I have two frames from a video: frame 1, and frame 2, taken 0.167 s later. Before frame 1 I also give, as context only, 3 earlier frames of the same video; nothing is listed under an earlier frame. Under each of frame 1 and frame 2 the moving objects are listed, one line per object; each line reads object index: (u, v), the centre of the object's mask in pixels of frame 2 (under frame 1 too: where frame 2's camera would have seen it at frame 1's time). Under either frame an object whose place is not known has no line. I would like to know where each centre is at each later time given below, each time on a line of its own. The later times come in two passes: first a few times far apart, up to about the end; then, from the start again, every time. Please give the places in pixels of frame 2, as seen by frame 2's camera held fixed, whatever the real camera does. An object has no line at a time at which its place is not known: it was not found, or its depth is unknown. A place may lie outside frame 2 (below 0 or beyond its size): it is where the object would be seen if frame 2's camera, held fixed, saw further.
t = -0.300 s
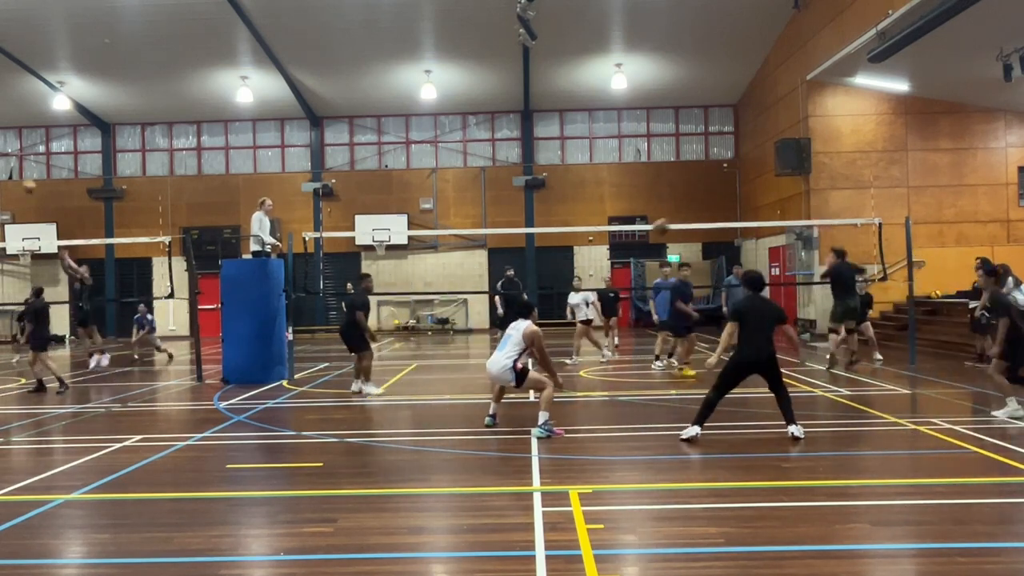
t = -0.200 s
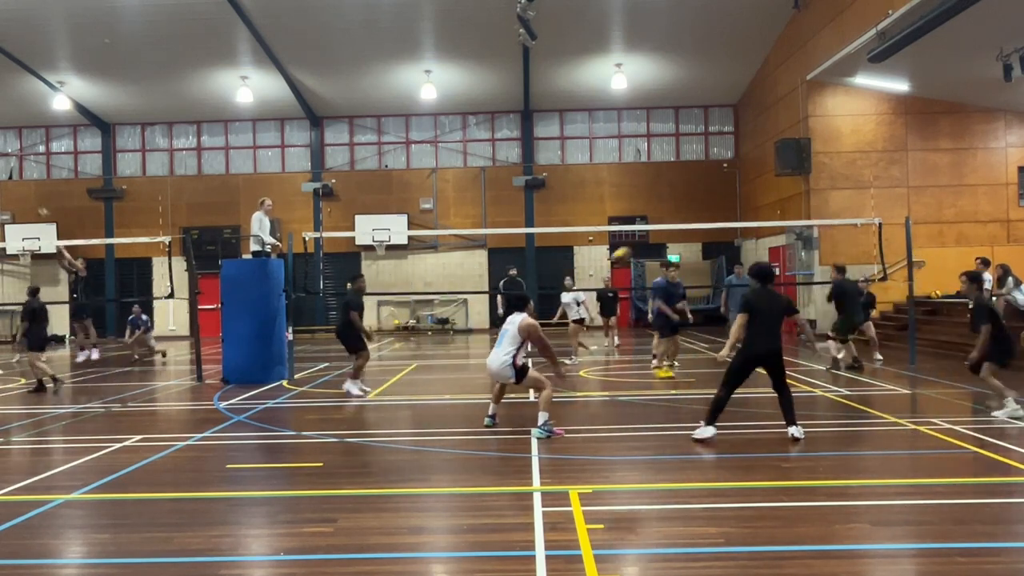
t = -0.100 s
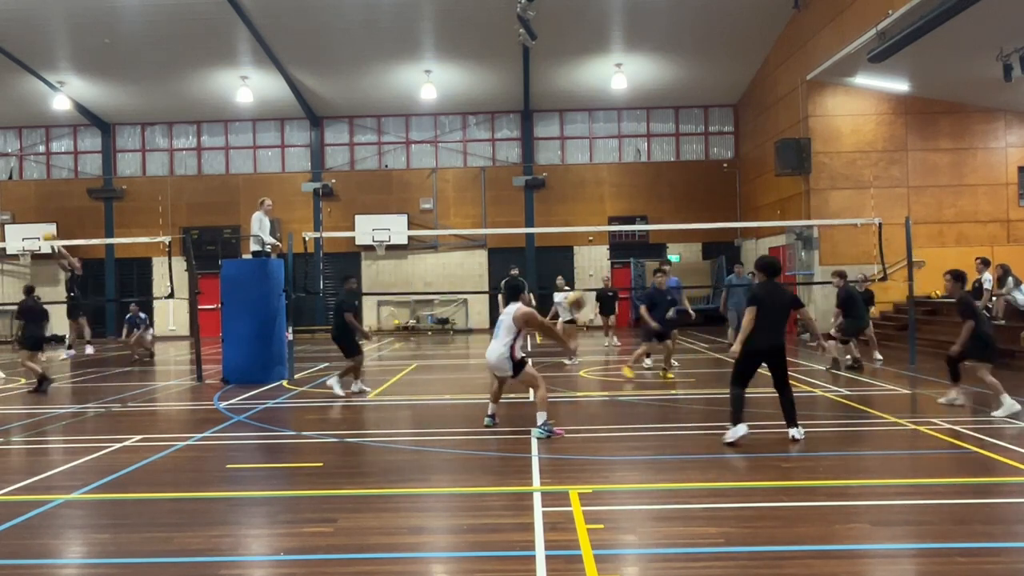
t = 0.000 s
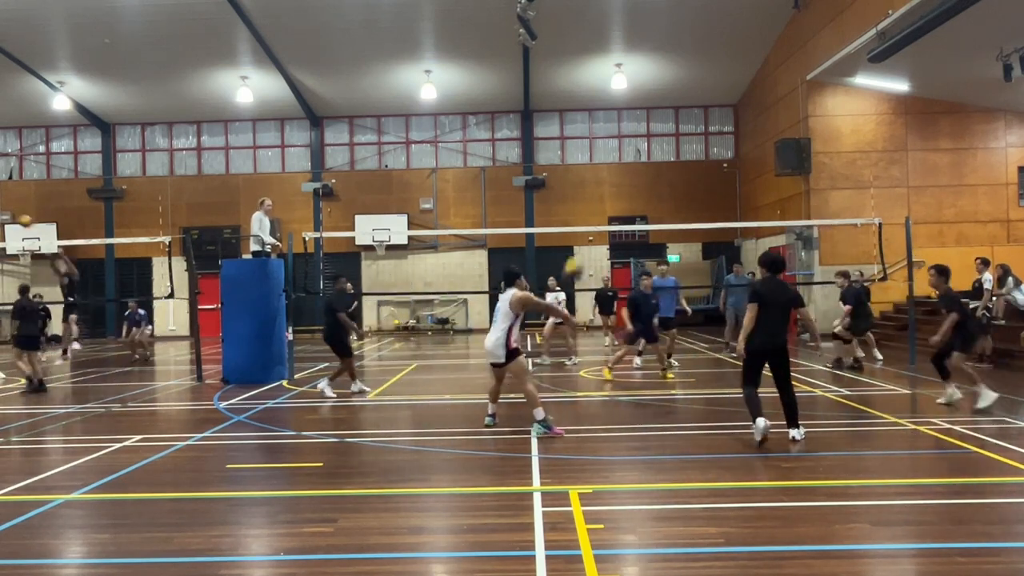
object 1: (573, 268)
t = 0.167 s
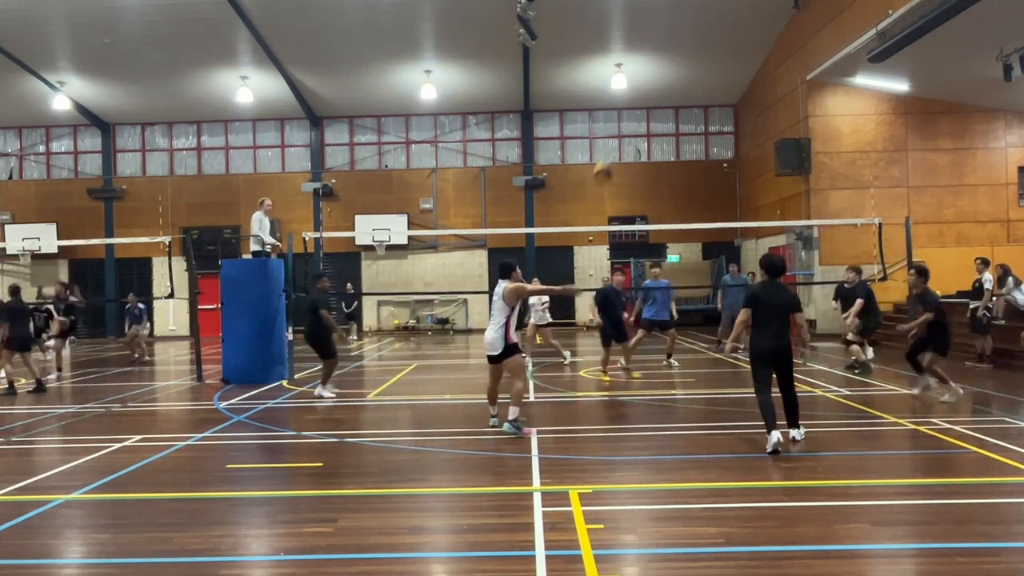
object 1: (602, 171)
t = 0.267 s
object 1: (621, 126)
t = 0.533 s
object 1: (668, 57)
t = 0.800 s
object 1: (711, 52)
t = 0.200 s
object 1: (610, 156)
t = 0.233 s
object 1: (616, 141)
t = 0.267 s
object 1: (621, 126)
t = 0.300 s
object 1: (627, 113)
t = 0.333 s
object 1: (633, 102)
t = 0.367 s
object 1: (640, 95)
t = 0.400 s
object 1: (645, 84)
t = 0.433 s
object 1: (650, 77)
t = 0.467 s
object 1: (656, 70)
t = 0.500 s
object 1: (662, 63)
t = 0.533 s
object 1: (668, 57)
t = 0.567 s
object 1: (672, 53)
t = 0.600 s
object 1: (678, 50)
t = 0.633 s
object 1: (685, 48)
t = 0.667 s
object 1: (689, 47)
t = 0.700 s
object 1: (694, 47)
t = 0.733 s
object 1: (700, 48)
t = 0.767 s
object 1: (705, 49)
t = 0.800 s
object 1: (711, 52)
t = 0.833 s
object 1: (717, 55)
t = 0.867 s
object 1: (722, 59)
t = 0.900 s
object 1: (728, 64)
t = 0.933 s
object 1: (733, 70)
